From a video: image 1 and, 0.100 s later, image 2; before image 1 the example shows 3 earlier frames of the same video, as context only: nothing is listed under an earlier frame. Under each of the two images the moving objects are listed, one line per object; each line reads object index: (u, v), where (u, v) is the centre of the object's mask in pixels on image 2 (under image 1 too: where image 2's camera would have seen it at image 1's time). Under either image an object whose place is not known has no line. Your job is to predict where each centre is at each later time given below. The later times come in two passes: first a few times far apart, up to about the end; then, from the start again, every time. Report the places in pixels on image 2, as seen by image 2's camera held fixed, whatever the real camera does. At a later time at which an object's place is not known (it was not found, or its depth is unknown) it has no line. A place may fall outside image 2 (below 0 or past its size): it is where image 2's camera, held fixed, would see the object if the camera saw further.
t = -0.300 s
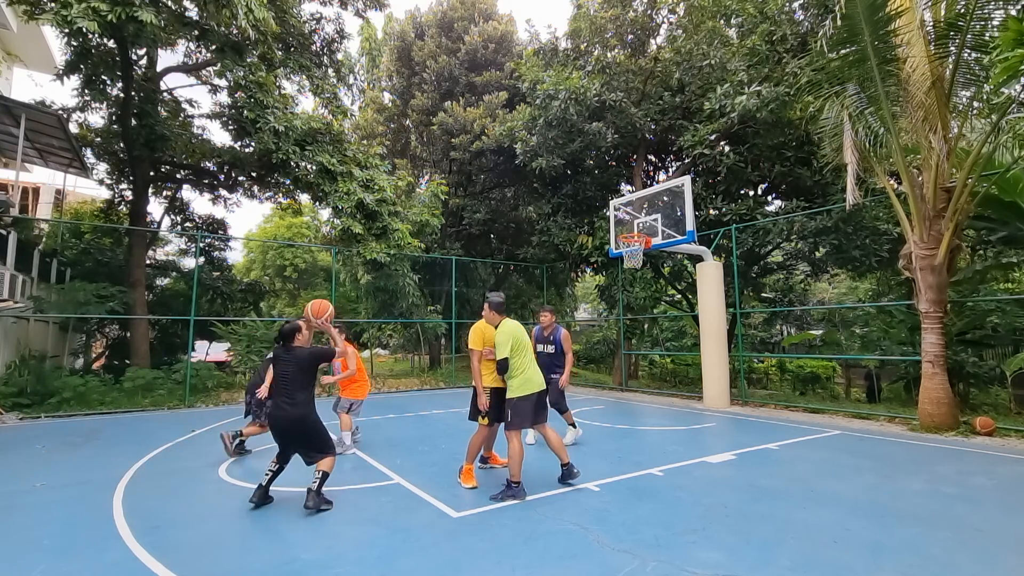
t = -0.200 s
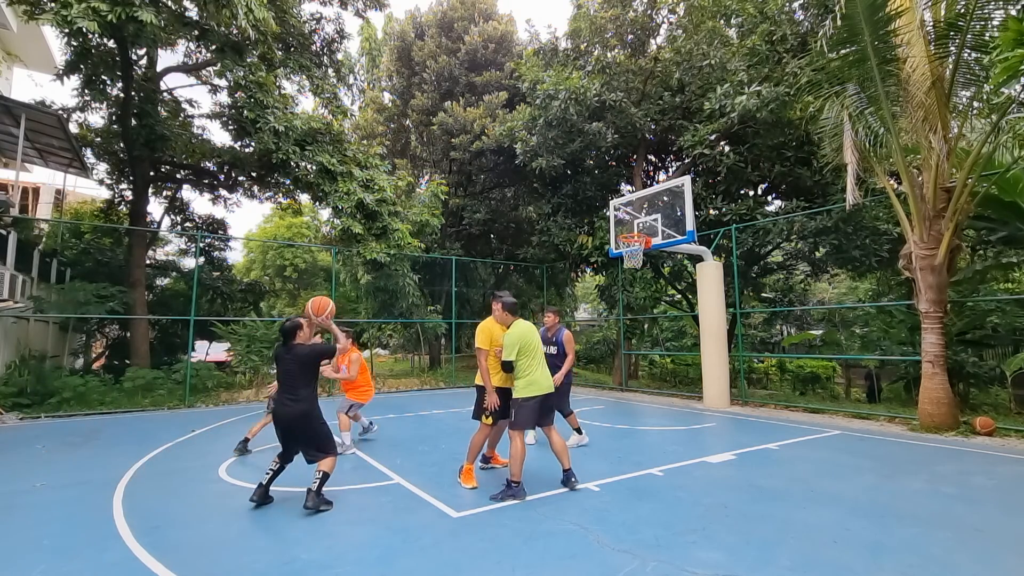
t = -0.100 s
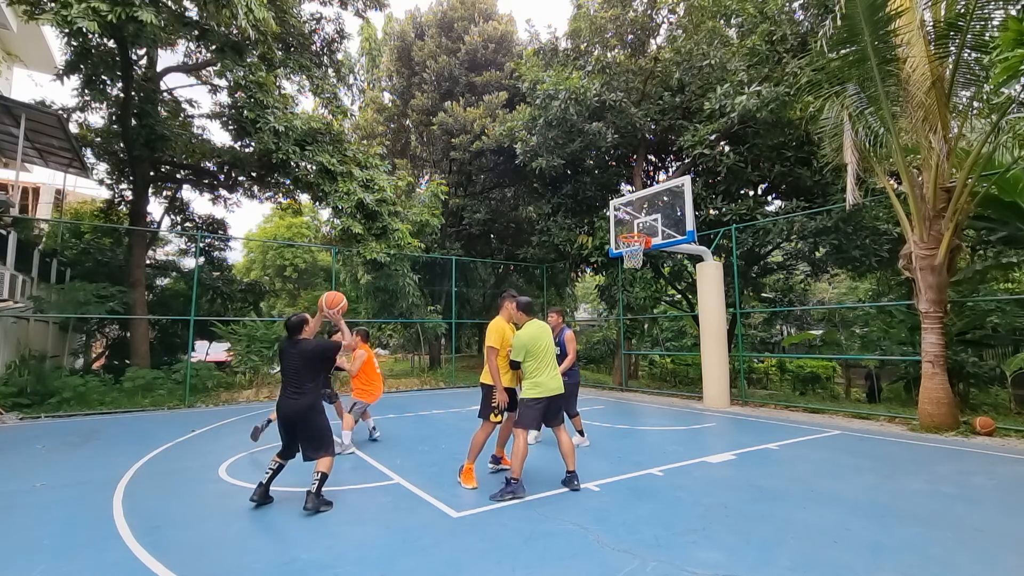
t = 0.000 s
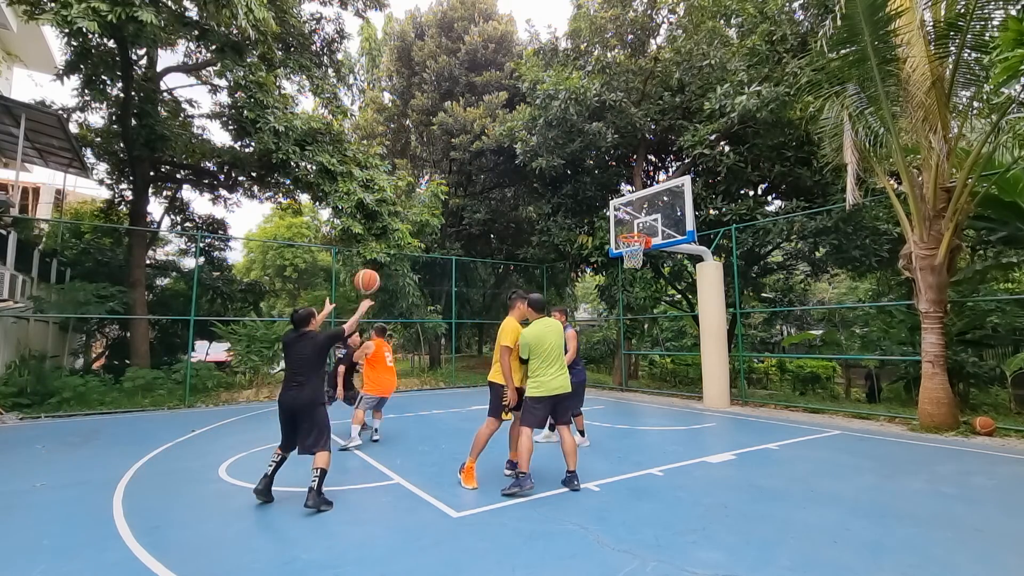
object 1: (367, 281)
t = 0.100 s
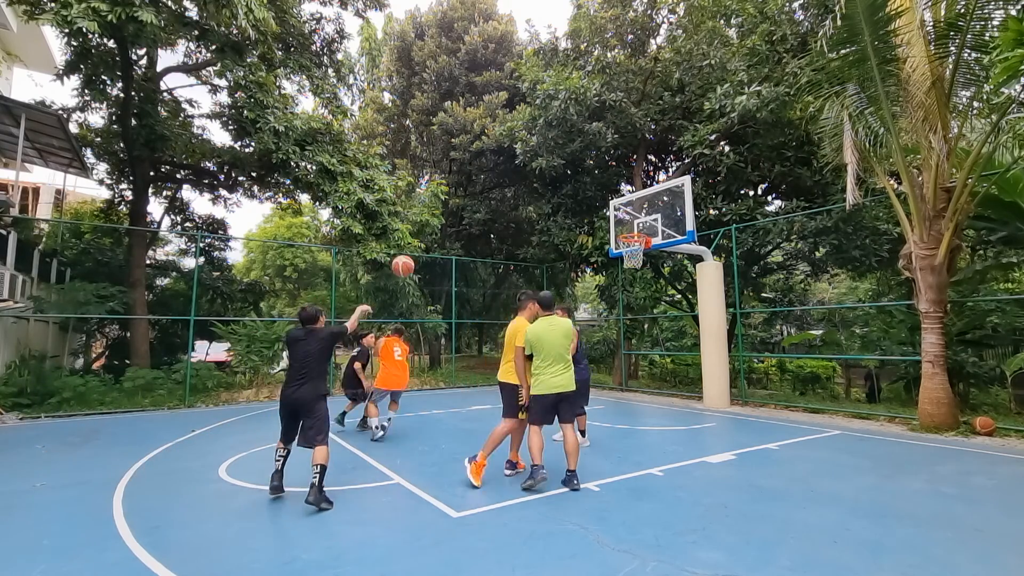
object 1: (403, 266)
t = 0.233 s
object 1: (439, 262)
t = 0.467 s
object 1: (484, 283)
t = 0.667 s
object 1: (510, 319)
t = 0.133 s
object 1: (413, 263)
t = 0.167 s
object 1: (423, 262)
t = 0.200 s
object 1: (431, 262)
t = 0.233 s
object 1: (439, 262)
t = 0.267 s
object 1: (447, 263)
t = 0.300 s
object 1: (454, 265)
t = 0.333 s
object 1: (461, 268)
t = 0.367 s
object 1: (467, 271)
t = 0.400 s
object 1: (473, 275)
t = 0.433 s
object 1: (478, 279)
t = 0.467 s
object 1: (484, 283)
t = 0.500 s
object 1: (489, 289)
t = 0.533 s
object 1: (493, 294)
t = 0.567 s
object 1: (498, 300)
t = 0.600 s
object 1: (502, 306)
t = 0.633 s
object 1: (506, 313)
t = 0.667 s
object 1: (510, 319)
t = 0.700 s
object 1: (514, 327)
